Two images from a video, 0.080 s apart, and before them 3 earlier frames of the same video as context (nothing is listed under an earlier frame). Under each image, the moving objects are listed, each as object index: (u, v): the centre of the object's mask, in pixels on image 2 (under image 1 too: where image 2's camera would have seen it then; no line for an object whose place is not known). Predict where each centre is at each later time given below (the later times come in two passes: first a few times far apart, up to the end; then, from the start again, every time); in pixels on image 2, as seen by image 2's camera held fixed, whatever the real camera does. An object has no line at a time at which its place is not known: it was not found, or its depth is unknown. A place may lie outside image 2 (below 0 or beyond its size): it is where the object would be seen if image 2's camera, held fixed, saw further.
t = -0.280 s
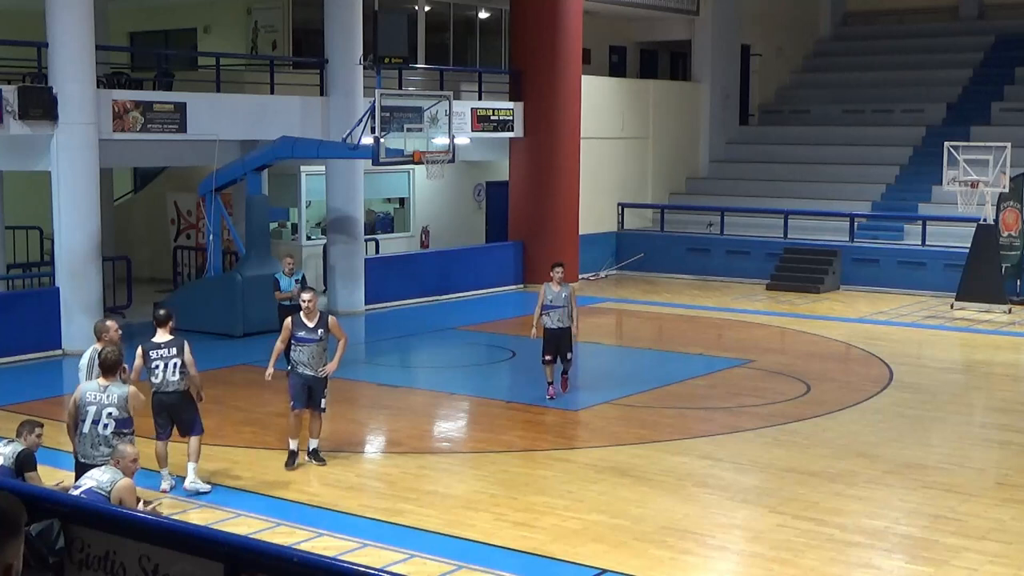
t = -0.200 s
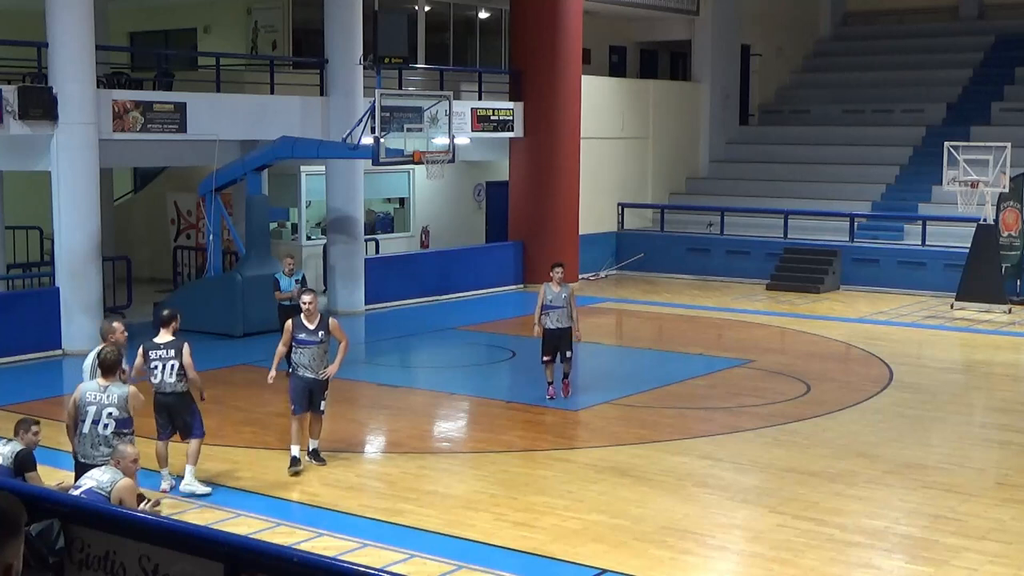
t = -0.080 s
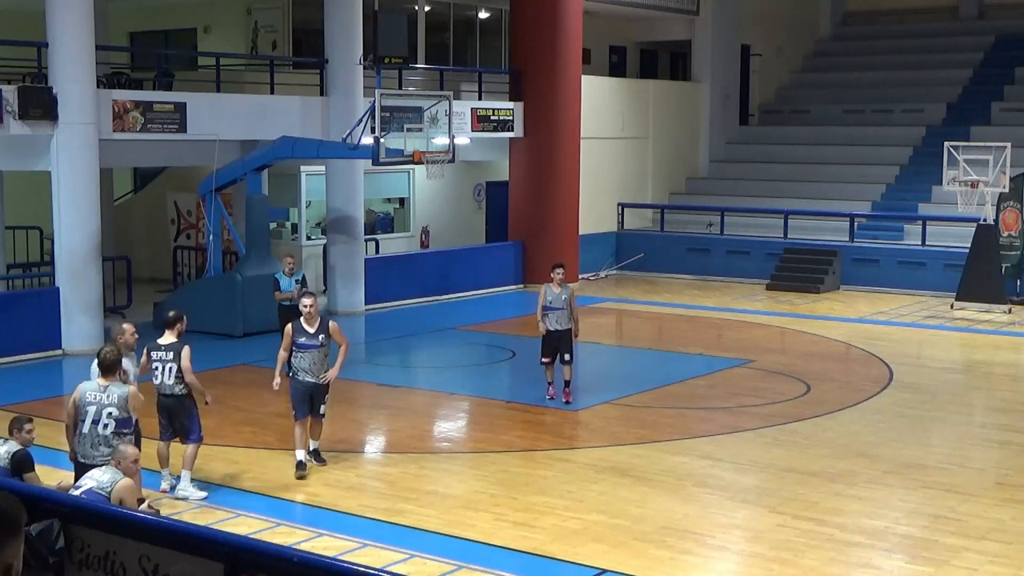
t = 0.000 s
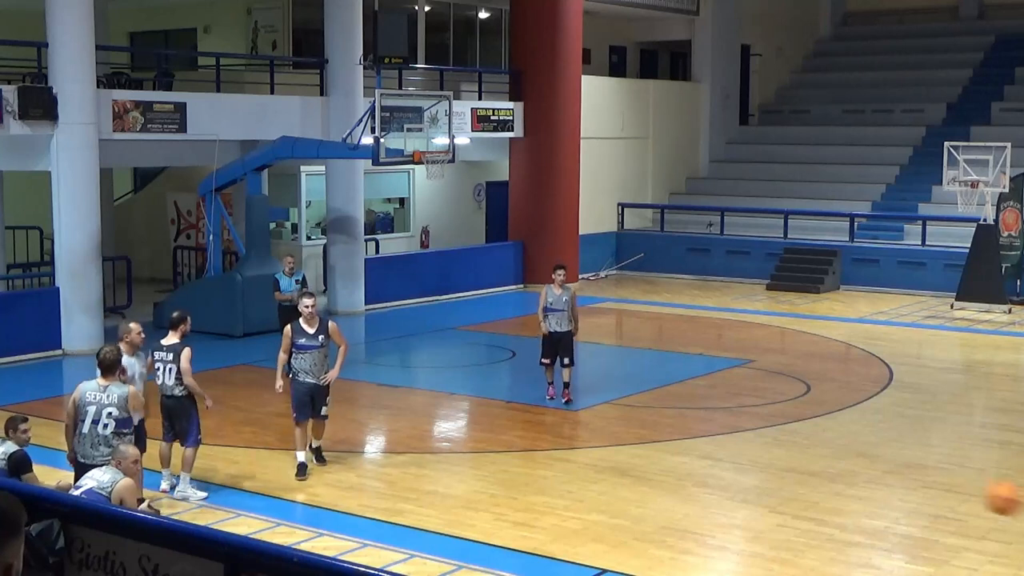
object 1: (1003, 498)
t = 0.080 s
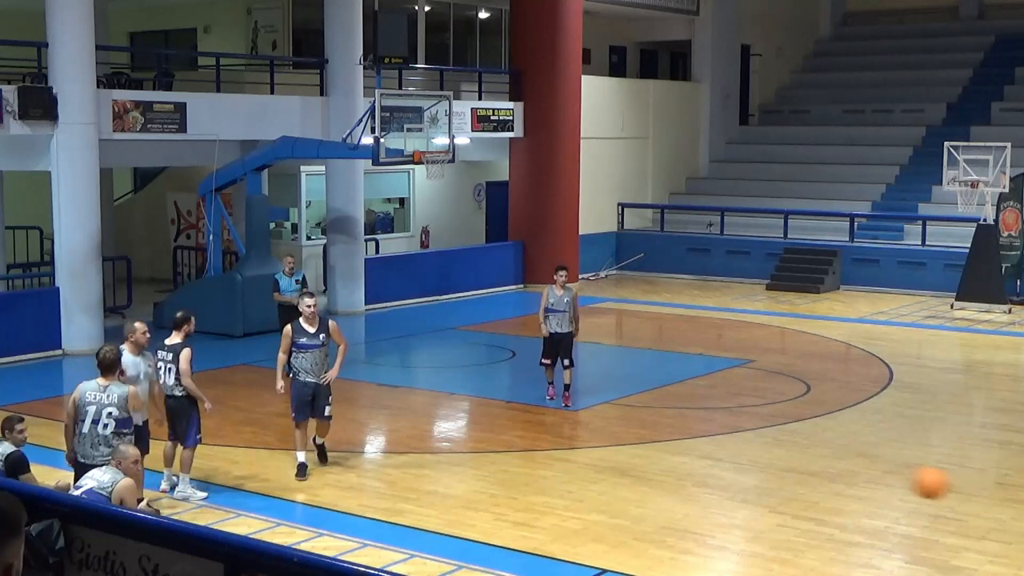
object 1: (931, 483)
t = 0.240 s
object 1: (803, 479)
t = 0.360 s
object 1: (723, 496)
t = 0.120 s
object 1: (896, 478)
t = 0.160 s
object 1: (863, 476)
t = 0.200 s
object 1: (832, 477)
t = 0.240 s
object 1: (803, 479)
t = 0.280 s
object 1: (775, 483)
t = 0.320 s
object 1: (748, 489)
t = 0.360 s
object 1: (723, 496)
